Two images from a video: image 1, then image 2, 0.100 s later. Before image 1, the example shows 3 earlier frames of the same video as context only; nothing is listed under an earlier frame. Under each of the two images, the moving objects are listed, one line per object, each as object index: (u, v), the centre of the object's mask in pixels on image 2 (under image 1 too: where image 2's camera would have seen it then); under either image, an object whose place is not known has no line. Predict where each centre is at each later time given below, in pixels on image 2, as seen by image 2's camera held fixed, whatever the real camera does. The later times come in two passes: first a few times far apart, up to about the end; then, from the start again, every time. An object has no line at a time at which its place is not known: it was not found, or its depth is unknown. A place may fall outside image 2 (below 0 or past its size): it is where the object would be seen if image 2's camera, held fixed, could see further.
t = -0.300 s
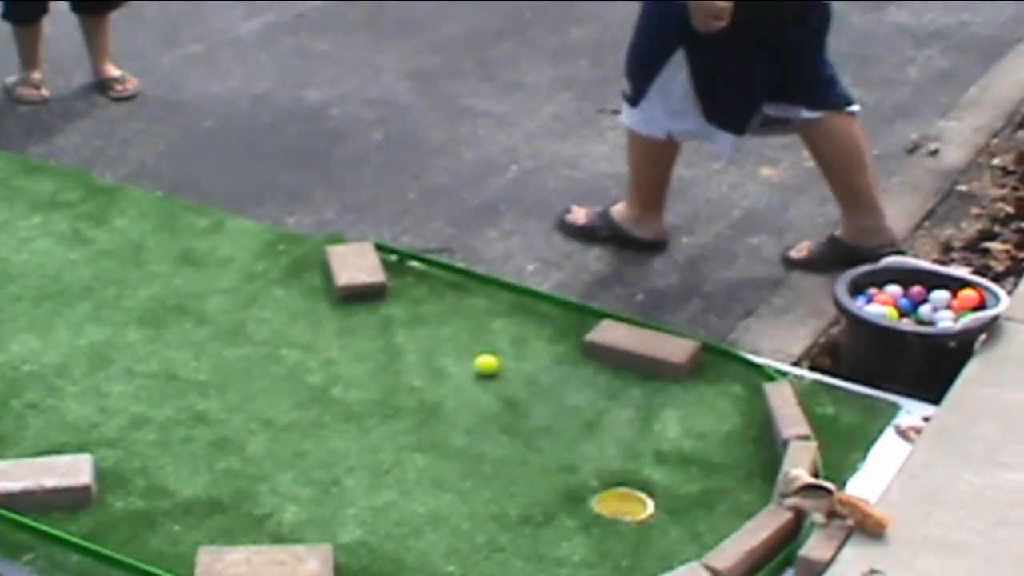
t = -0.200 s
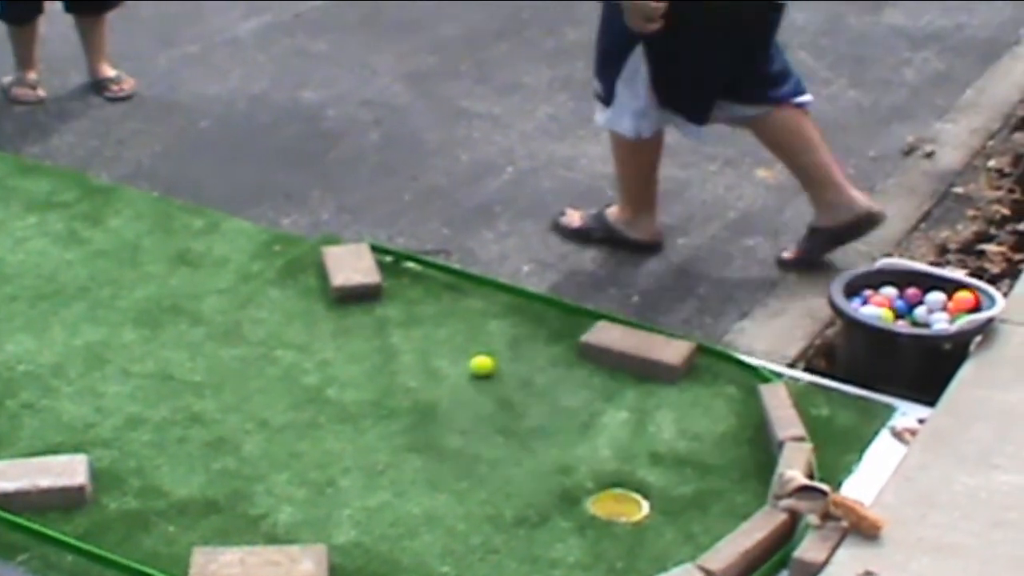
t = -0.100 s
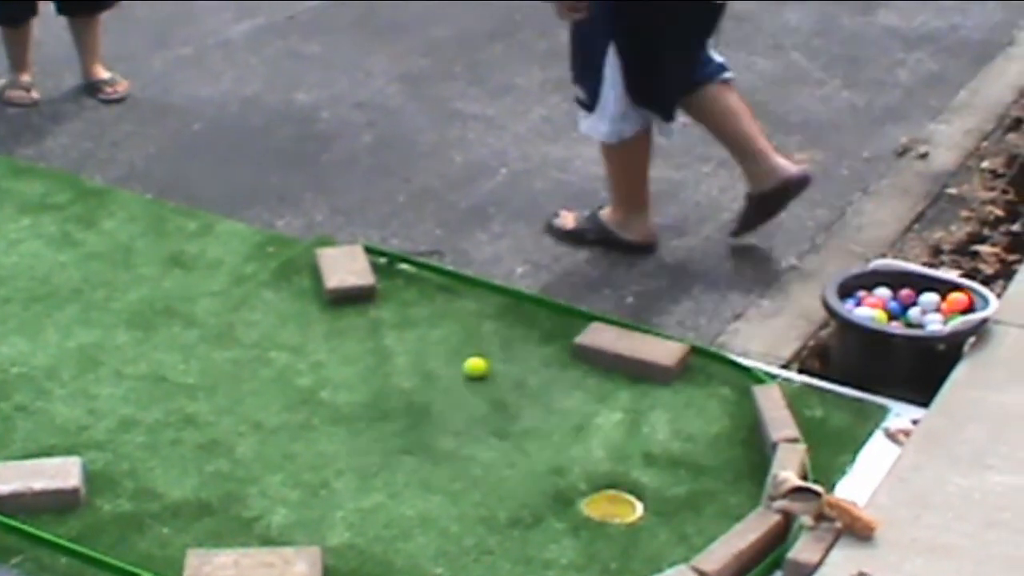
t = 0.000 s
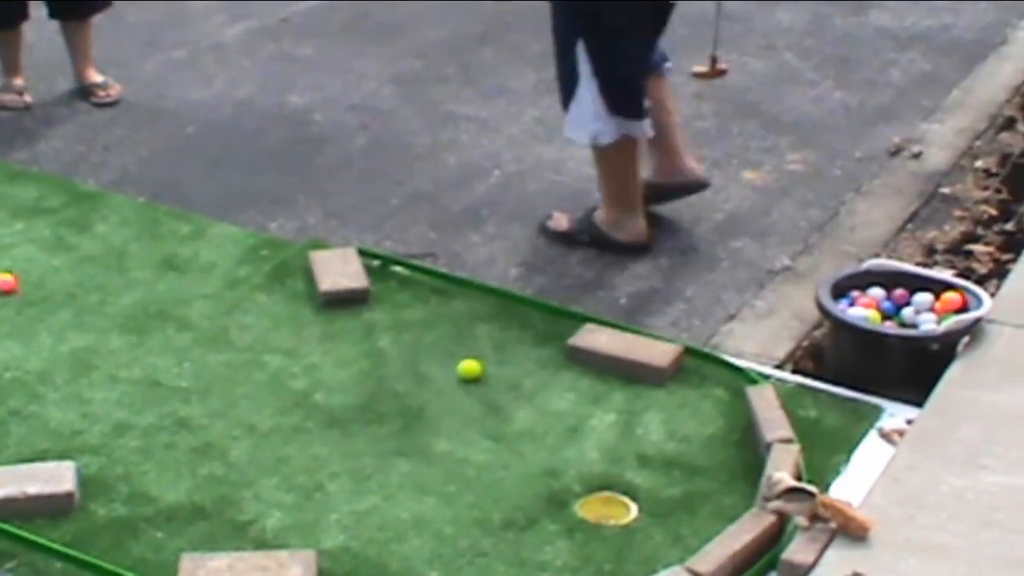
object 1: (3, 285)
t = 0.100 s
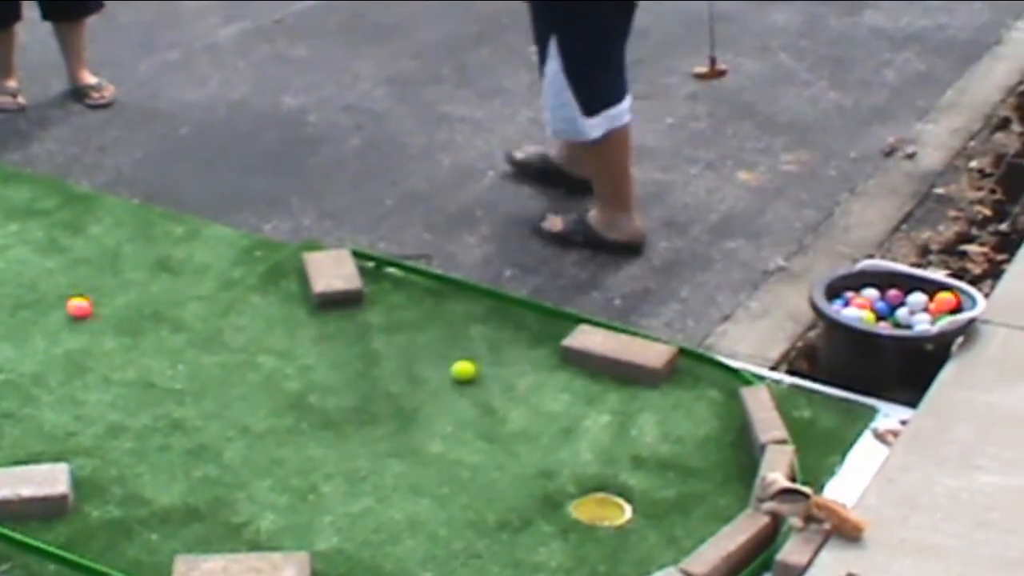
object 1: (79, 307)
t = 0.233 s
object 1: (194, 340)
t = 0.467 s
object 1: (414, 406)
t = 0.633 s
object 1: (584, 452)
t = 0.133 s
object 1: (108, 316)
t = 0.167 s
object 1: (135, 323)
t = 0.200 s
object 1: (164, 331)
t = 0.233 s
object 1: (194, 340)
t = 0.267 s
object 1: (224, 349)
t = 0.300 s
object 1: (255, 359)
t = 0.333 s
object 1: (285, 367)
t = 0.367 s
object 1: (317, 377)
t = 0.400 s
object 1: (349, 386)
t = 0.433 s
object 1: (382, 396)
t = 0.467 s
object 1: (414, 406)
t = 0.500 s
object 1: (448, 415)
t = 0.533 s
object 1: (481, 425)
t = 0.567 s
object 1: (516, 434)
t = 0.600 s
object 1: (550, 444)
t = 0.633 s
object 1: (584, 452)
